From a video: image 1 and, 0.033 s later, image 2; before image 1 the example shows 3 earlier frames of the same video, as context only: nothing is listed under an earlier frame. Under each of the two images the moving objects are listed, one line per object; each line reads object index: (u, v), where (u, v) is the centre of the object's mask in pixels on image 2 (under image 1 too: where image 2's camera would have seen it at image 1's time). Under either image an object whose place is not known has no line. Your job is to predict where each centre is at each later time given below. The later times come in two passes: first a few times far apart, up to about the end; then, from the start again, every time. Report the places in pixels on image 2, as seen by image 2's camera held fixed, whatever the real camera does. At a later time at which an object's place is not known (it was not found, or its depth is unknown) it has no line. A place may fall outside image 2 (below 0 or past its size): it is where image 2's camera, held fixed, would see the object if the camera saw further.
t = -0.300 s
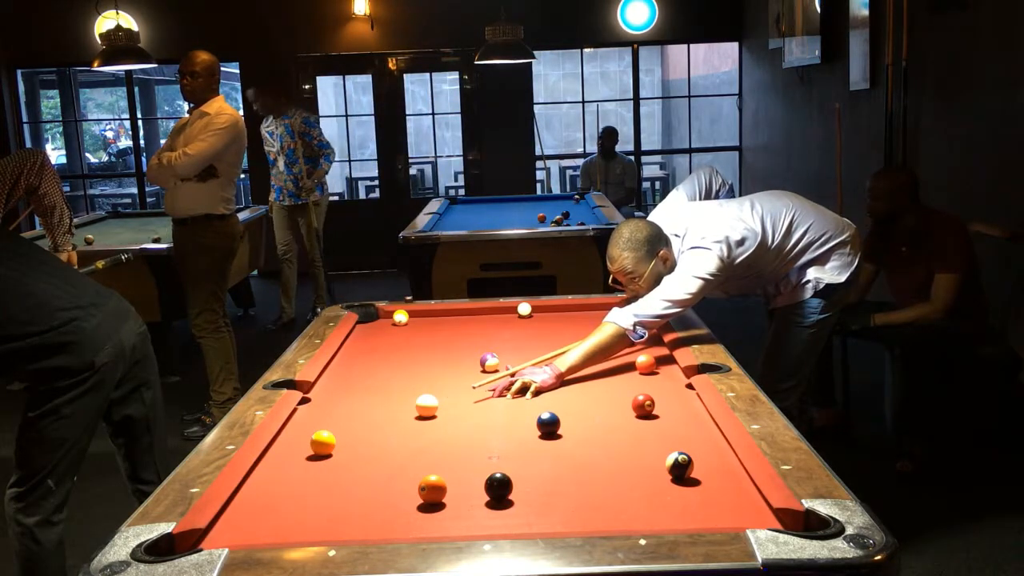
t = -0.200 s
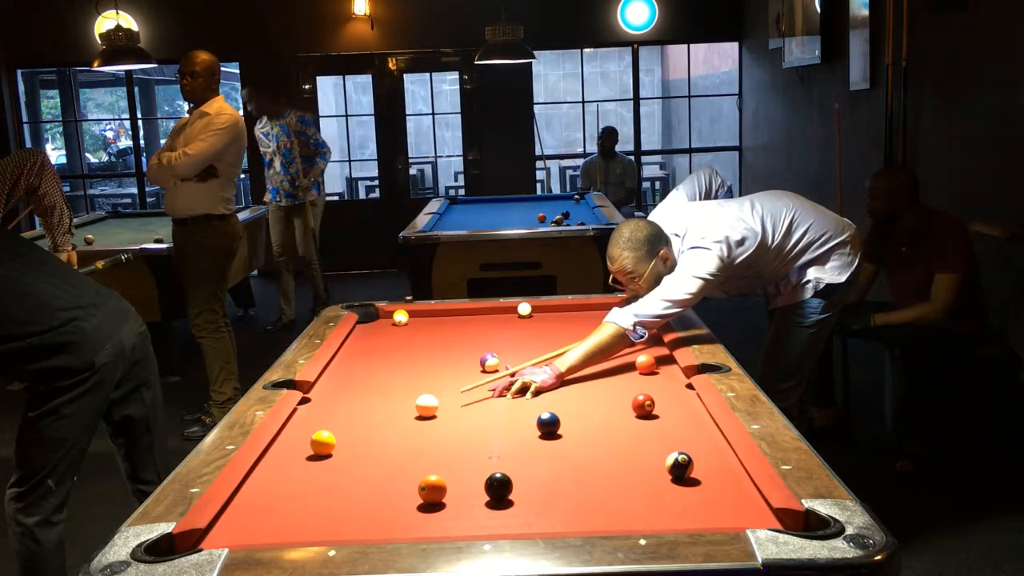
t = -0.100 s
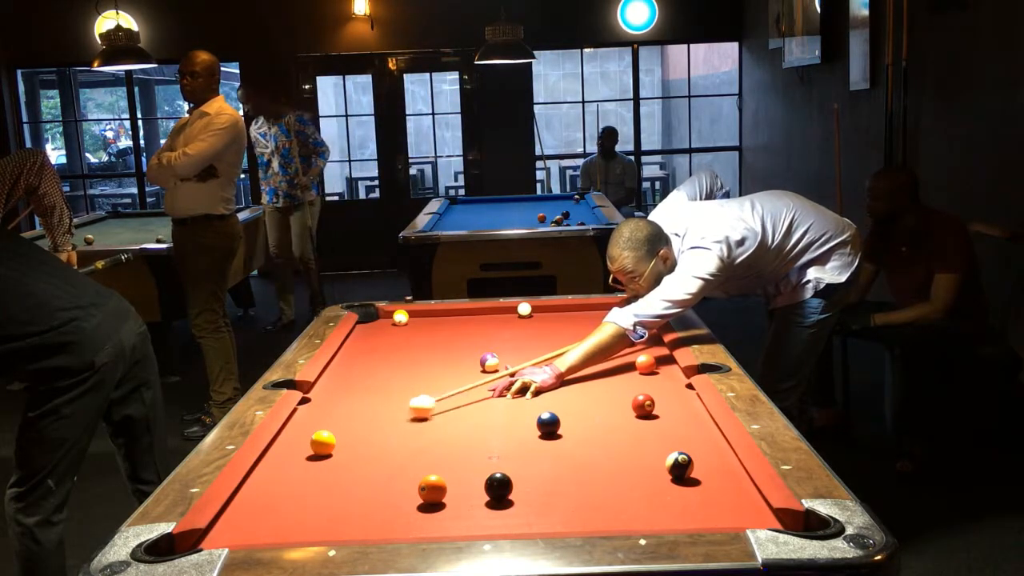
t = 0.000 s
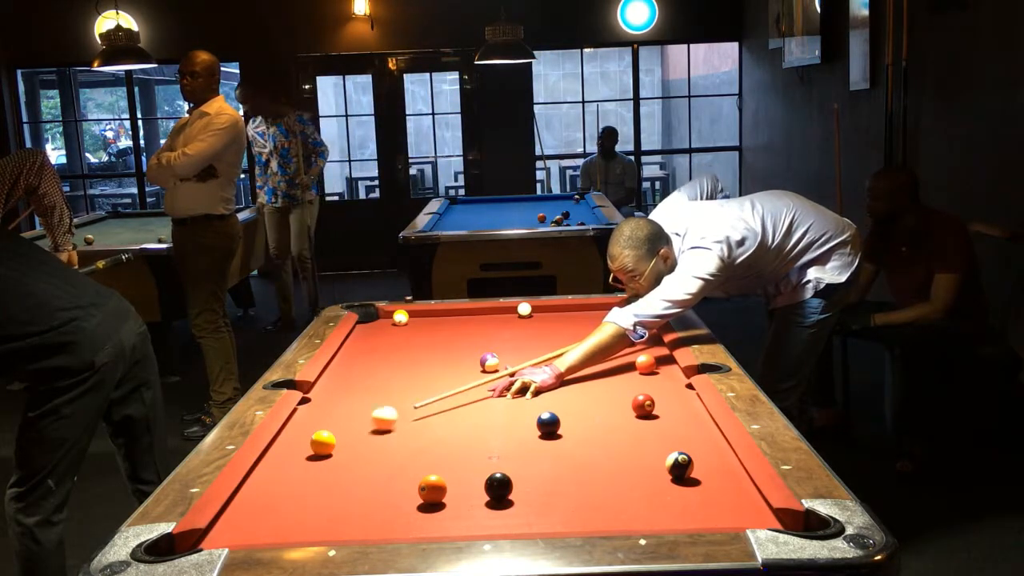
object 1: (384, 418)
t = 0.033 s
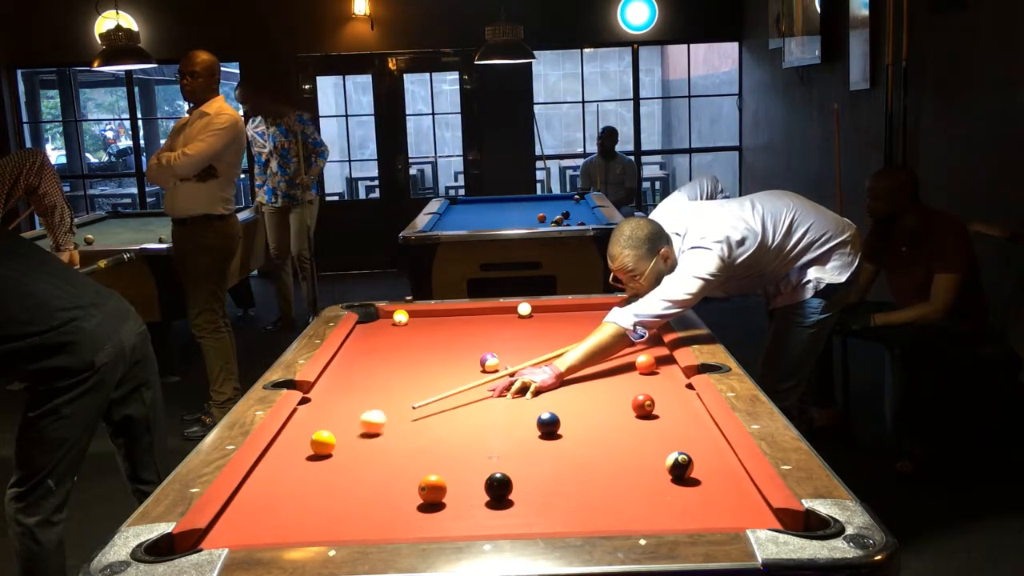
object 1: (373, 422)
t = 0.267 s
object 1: (296, 436)
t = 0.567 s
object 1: (325, 439)
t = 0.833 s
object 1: (364, 440)
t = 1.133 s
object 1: (405, 440)
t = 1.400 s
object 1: (439, 441)
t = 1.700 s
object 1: (474, 441)
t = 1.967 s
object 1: (503, 442)
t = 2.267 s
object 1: (532, 443)
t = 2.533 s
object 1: (555, 443)
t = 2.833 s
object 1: (577, 444)
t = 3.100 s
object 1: (595, 444)
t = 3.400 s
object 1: (610, 445)
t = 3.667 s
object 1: (622, 444)
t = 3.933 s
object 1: (629, 445)
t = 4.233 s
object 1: (635, 445)
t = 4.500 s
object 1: (635, 445)
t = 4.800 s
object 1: (635, 445)
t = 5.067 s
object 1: (635, 445)
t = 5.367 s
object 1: (635, 445)
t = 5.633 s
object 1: (635, 445)
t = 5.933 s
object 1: (635, 445)
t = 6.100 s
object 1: (635, 445)
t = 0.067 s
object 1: (360, 425)
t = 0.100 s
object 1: (347, 430)
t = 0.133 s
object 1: (338, 431)
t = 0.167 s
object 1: (327, 430)
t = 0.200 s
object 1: (315, 431)
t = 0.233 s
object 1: (306, 433)
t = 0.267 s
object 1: (296, 436)
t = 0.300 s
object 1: (287, 438)
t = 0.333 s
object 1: (288, 438)
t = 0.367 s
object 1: (294, 438)
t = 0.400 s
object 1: (299, 438)
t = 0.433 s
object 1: (304, 439)
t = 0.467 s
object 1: (310, 438)
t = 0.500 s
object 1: (315, 439)
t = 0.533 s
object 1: (320, 439)
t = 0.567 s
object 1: (325, 439)
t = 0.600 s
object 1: (330, 439)
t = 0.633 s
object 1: (335, 439)
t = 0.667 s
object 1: (340, 439)
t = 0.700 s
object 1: (345, 439)
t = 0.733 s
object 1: (349, 439)
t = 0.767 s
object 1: (354, 439)
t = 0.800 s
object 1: (359, 439)
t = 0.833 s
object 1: (364, 440)
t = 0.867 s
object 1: (369, 440)
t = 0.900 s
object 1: (373, 440)
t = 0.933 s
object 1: (378, 440)
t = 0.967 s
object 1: (383, 440)
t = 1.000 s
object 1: (387, 440)
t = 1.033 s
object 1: (392, 440)
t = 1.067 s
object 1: (397, 440)
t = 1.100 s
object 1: (400, 440)
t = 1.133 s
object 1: (405, 440)
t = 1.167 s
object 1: (410, 440)
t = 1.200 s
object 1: (414, 440)
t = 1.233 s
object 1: (418, 440)
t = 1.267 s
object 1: (422, 440)
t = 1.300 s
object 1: (426, 441)
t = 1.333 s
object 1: (430, 440)
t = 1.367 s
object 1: (435, 441)
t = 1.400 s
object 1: (439, 441)
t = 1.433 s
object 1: (443, 441)
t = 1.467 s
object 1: (447, 441)
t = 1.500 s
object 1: (451, 441)
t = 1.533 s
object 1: (455, 441)
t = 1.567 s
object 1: (459, 441)
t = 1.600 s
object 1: (463, 442)
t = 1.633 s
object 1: (467, 441)
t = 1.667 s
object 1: (471, 441)
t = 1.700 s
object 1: (474, 441)
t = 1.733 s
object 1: (478, 442)
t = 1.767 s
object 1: (482, 441)
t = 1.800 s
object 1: (485, 442)
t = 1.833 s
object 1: (489, 442)
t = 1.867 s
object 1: (492, 442)
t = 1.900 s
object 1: (496, 442)
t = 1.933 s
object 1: (500, 442)
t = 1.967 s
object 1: (503, 442)
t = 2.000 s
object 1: (506, 442)
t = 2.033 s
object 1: (510, 442)
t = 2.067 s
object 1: (513, 443)
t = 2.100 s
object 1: (517, 442)
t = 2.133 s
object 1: (520, 442)
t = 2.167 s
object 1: (523, 443)
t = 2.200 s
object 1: (526, 443)
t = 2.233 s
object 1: (528, 443)
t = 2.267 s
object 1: (532, 443)
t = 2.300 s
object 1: (535, 442)
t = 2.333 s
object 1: (538, 443)
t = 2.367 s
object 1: (541, 443)
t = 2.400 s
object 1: (544, 443)
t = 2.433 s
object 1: (547, 443)
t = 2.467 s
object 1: (550, 443)
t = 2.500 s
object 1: (553, 443)
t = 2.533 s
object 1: (555, 443)
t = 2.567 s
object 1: (558, 444)
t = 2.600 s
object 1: (561, 444)
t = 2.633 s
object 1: (563, 444)
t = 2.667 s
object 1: (566, 444)
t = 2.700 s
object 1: (569, 444)
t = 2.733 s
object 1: (571, 444)
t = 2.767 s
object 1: (573, 444)
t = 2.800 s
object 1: (575, 444)
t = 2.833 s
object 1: (577, 444)
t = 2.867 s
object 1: (580, 444)
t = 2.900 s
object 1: (582, 444)
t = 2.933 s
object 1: (584, 444)
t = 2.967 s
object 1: (586, 444)
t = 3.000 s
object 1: (589, 445)
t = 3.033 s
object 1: (590, 444)
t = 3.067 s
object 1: (593, 444)
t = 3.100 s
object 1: (595, 444)
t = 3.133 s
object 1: (597, 444)
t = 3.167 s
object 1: (598, 444)
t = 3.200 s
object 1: (600, 444)
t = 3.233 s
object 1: (602, 444)
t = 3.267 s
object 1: (604, 445)
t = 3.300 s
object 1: (606, 445)
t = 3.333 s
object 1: (608, 444)
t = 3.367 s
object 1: (609, 445)
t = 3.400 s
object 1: (610, 445)
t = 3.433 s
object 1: (612, 445)
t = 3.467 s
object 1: (614, 444)
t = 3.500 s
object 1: (615, 445)
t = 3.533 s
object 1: (617, 445)
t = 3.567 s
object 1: (618, 445)
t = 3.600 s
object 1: (619, 444)
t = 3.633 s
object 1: (621, 445)
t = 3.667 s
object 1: (622, 444)
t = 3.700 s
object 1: (623, 445)
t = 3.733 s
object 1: (624, 445)
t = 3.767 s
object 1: (625, 445)
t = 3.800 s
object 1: (626, 444)
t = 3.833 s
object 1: (627, 444)
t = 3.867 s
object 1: (628, 445)
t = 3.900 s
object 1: (628, 444)
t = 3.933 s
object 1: (629, 445)
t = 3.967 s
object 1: (630, 445)
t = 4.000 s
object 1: (631, 444)
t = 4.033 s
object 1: (631, 445)
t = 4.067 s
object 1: (632, 444)
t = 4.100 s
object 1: (633, 445)
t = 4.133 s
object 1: (633, 444)
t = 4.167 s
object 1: (634, 445)
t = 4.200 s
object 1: (634, 445)
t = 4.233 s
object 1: (635, 445)
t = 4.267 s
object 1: (635, 445)
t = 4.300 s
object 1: (635, 445)
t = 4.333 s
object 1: (635, 445)
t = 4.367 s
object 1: (635, 445)
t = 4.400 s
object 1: (635, 445)
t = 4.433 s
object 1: (635, 445)
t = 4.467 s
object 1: (635, 445)
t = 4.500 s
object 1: (635, 445)
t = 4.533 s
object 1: (635, 445)
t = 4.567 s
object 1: (635, 445)
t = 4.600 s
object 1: (635, 445)
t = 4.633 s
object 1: (635, 445)
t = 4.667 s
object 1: (635, 445)
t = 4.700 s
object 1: (635, 445)
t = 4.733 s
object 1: (635, 445)
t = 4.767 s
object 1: (635, 445)
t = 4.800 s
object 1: (635, 445)
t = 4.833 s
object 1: (635, 445)
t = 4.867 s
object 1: (635, 445)
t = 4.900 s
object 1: (635, 445)
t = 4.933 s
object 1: (635, 445)
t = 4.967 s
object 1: (635, 445)
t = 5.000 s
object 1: (635, 445)
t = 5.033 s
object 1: (635, 445)
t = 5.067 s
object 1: (635, 445)
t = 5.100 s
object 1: (635, 445)
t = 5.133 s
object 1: (635, 445)
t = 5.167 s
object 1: (635, 445)
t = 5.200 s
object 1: (635, 445)
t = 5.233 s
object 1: (635, 445)
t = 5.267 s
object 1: (635, 445)
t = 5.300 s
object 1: (635, 445)
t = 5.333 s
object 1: (635, 445)
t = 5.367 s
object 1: (635, 445)
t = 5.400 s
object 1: (635, 445)
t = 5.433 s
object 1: (635, 445)
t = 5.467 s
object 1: (635, 444)
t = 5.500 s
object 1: (635, 445)
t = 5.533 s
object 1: (635, 445)
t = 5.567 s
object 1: (635, 445)
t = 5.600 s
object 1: (635, 445)
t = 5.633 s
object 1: (635, 445)
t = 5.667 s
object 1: (635, 445)
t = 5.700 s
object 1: (635, 445)
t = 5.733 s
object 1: (635, 445)
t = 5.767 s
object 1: (635, 445)
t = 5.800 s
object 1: (635, 445)
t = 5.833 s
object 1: (635, 445)
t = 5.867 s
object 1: (635, 445)
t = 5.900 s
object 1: (635, 445)
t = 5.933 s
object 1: (635, 445)
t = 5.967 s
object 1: (635, 445)
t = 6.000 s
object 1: (635, 445)
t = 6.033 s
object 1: (635, 445)
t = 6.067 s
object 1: (635, 445)
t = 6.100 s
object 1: (635, 445)
